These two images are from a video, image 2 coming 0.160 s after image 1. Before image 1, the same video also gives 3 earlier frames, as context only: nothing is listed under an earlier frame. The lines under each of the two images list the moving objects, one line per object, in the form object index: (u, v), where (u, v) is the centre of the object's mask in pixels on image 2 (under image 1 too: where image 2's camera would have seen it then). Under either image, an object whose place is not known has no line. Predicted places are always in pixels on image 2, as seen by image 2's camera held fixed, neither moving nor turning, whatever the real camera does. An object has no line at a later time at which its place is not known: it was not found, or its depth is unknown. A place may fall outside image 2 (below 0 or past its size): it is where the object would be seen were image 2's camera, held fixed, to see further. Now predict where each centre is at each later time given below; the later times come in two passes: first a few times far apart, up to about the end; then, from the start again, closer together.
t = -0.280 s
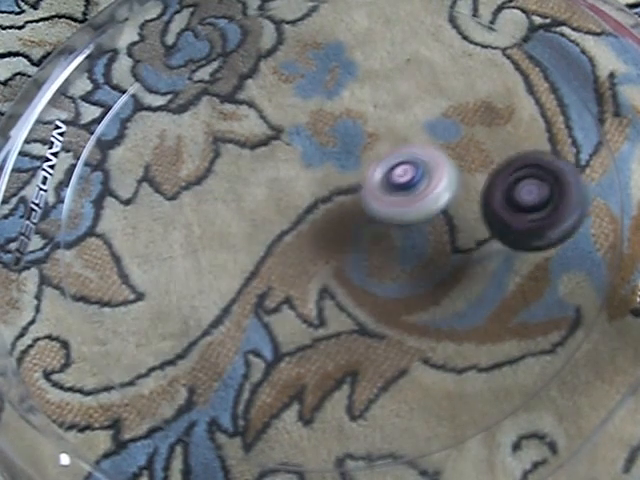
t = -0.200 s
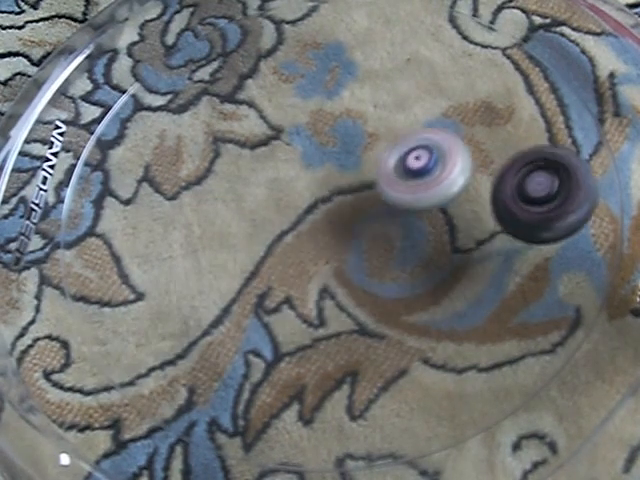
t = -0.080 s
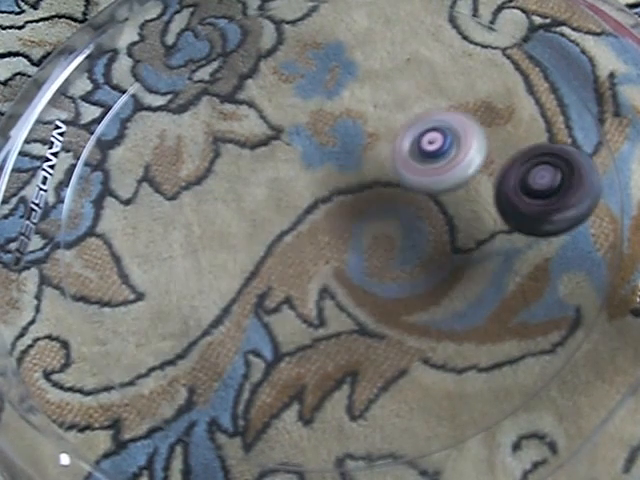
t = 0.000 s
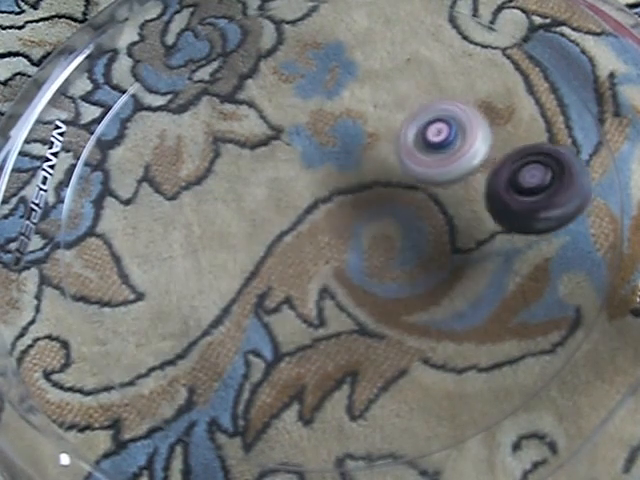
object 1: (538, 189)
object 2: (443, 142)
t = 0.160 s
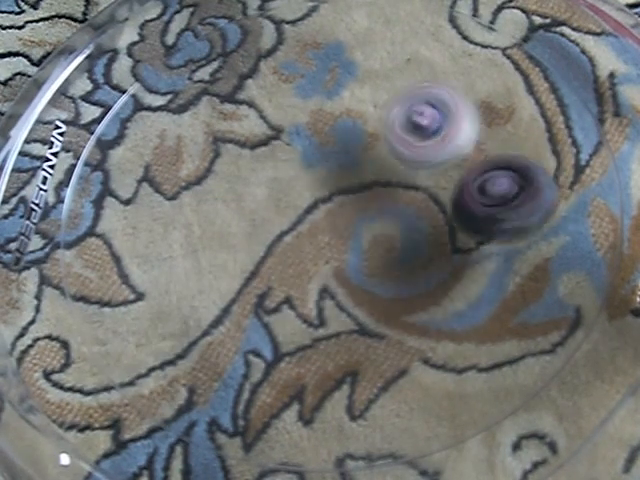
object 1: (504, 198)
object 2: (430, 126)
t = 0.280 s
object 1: (470, 239)
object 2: (387, 99)
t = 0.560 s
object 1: (384, 245)
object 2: (331, 100)
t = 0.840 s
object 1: (317, 226)
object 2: (268, 141)
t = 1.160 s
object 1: (389, 284)
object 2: (212, 115)
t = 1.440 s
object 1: (421, 218)
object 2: (290, 224)
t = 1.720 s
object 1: (441, 159)
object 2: (352, 348)
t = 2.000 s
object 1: (431, 123)
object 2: (377, 364)
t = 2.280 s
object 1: (382, 135)
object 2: (387, 295)
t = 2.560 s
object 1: (272, 92)
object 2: (428, 214)
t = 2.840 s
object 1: (205, 99)
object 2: (398, 177)
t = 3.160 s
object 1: (185, 145)
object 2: (324, 165)
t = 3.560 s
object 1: (43, 191)
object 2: (562, 259)
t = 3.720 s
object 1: (116, 220)
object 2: (576, 307)
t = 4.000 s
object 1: (285, 246)
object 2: (515, 341)
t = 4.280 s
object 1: (509, 187)
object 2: (341, 312)
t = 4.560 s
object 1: (537, 174)
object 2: (202, 215)
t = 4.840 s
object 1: (493, 181)
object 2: (160, 120)
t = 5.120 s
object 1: (271, 200)
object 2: (212, 105)
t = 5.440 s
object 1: (136, 226)
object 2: (368, 165)
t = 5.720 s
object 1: (160, 225)
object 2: (479, 249)
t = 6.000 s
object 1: (364, 206)
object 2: (485, 287)
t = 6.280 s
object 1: (499, 129)
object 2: (405, 281)
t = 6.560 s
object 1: (484, 142)
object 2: (276, 213)
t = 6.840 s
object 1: (303, 237)
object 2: (220, 145)
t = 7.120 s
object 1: (181, 321)
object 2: (232, 140)
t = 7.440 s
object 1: (232, 286)
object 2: (330, 182)
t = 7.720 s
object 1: (248, 247)
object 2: (520, 181)
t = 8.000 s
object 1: (324, 257)
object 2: (568, 259)
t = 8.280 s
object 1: (377, 264)
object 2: (534, 293)
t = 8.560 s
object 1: (348, 240)
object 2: (418, 329)
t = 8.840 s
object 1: (306, 169)
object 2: (296, 338)
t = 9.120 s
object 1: (322, 147)
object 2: (201, 300)
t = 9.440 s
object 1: (364, 212)
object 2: (198, 212)
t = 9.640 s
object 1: (351, 264)
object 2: (237, 159)
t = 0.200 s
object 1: (501, 217)
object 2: (411, 110)
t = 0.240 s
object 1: (487, 231)
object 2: (396, 103)
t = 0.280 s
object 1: (470, 239)
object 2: (387, 99)
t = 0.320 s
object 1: (454, 243)
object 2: (379, 96)
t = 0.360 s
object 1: (443, 244)
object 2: (372, 94)
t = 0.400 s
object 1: (432, 246)
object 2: (364, 92)
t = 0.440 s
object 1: (420, 246)
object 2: (356, 93)
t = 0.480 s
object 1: (408, 247)
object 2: (348, 93)
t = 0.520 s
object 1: (397, 245)
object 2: (339, 97)
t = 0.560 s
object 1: (384, 245)
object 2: (331, 100)
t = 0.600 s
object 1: (374, 242)
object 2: (322, 105)
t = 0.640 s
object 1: (360, 239)
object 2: (313, 110)
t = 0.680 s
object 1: (349, 235)
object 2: (305, 117)
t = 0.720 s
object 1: (338, 232)
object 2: (296, 125)
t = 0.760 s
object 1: (327, 227)
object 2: (288, 132)
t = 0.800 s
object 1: (317, 222)
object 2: (281, 140)
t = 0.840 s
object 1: (317, 226)
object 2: (268, 141)
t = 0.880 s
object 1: (337, 259)
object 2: (237, 116)
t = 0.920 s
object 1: (353, 286)
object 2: (216, 102)
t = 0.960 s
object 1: (367, 302)
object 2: (204, 93)
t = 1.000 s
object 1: (374, 310)
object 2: (199, 92)
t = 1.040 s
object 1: (374, 310)
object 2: (198, 95)
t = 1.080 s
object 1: (376, 303)
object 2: (202, 101)
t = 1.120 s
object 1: (384, 293)
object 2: (206, 107)
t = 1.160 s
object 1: (389, 284)
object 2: (212, 115)
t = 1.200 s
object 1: (396, 274)
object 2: (218, 123)
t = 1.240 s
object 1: (400, 266)
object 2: (227, 133)
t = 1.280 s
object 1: (403, 256)
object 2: (237, 146)
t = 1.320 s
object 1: (408, 247)
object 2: (249, 162)
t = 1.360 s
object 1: (413, 238)
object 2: (263, 180)
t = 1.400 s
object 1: (417, 228)
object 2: (277, 202)
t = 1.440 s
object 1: (421, 218)
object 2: (290, 224)
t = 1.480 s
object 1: (425, 209)
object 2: (303, 246)
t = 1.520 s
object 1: (429, 200)
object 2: (315, 268)
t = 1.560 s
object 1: (432, 191)
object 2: (324, 288)
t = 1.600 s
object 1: (434, 183)
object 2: (333, 306)
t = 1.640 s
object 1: (437, 174)
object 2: (340, 324)
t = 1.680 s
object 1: (439, 166)
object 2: (346, 339)
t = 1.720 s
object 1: (441, 159)
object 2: (352, 348)
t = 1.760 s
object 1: (441, 152)
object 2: (354, 356)
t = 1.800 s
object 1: (441, 146)
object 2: (358, 362)
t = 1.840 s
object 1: (442, 139)
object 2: (361, 366)
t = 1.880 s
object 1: (441, 134)
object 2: (365, 369)
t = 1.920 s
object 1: (439, 129)
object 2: (369, 369)
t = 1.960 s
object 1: (435, 126)
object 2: (374, 368)
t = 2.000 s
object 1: (431, 123)
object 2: (377, 364)
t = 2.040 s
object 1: (426, 121)
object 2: (380, 359)
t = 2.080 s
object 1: (420, 121)
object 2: (382, 352)
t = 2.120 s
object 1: (413, 122)
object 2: (384, 344)
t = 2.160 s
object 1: (407, 124)
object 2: (386, 334)
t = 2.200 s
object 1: (398, 127)
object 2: (387, 324)
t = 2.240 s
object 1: (390, 131)
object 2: (387, 311)
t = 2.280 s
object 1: (382, 135)
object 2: (387, 295)
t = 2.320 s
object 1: (374, 139)
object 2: (387, 276)
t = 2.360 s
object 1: (366, 144)
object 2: (388, 254)
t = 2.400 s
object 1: (357, 149)
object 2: (389, 231)
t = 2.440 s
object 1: (336, 131)
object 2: (399, 230)
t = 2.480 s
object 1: (307, 107)
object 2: (412, 228)
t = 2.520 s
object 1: (286, 95)
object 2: (423, 222)
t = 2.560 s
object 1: (272, 92)
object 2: (428, 214)
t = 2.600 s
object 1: (261, 92)
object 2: (428, 207)
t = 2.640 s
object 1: (249, 92)
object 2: (426, 201)
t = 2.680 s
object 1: (239, 93)
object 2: (421, 196)
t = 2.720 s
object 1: (230, 94)
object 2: (417, 190)
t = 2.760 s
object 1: (221, 95)
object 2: (412, 185)
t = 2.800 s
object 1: (213, 97)
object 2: (405, 180)
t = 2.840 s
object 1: (205, 99)
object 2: (398, 177)
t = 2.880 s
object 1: (199, 101)
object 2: (391, 173)
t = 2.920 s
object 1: (192, 106)
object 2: (382, 171)
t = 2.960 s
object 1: (188, 110)
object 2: (373, 168)
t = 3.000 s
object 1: (184, 115)
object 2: (363, 166)
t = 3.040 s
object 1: (182, 121)
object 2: (353, 164)
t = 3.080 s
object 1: (182, 129)
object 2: (343, 163)
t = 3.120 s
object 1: (183, 136)
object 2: (334, 164)
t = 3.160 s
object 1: (185, 145)
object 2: (324, 165)
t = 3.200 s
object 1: (189, 153)
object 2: (314, 166)
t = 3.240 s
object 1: (194, 161)
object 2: (304, 168)
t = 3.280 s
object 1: (181, 163)
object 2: (316, 170)
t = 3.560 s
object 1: (43, 191)
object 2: (562, 259)
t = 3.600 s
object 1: (56, 197)
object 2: (571, 276)
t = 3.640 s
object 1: (75, 206)
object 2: (574, 289)
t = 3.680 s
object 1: (95, 214)
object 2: (577, 300)
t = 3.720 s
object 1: (116, 220)
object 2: (576, 307)
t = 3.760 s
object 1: (139, 225)
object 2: (572, 315)
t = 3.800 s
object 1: (157, 230)
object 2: (563, 323)
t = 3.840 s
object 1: (175, 234)
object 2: (556, 329)
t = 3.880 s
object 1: (194, 239)
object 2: (548, 334)
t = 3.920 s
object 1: (219, 242)
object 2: (538, 337)
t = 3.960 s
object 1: (250, 246)
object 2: (527, 340)
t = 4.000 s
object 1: (285, 246)
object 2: (515, 341)
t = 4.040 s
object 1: (325, 245)
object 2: (497, 343)
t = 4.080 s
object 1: (367, 240)
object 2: (473, 343)
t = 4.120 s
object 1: (409, 230)
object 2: (444, 342)
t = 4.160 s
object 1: (442, 221)
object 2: (416, 336)
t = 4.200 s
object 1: (473, 208)
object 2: (391, 330)
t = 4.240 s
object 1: (496, 196)
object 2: (364, 322)
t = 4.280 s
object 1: (509, 187)
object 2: (341, 312)
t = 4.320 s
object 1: (516, 182)
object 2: (315, 301)
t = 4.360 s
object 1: (522, 178)
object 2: (295, 287)
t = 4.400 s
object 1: (527, 175)
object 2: (273, 275)
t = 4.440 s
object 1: (531, 173)
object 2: (254, 260)
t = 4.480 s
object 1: (536, 172)
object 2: (237, 248)
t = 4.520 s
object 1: (537, 173)
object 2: (216, 231)
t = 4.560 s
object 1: (537, 174)
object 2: (202, 215)
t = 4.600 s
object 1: (535, 176)
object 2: (188, 199)
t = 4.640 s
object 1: (530, 178)
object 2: (175, 182)
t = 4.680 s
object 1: (525, 179)
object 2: (165, 164)
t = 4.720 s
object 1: (518, 180)
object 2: (160, 149)
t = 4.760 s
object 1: (510, 182)
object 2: (158, 136)
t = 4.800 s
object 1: (503, 181)
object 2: (158, 126)
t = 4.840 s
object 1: (493, 181)
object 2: (160, 120)
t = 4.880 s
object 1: (478, 181)
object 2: (163, 115)
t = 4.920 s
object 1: (453, 182)
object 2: (168, 111)
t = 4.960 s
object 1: (425, 185)
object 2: (174, 108)
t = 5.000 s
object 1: (387, 190)
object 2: (181, 105)
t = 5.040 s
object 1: (349, 193)
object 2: (189, 105)
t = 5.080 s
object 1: (309, 197)
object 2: (200, 104)
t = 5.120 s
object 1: (271, 200)
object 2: (212, 105)
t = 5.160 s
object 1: (239, 204)
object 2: (228, 108)
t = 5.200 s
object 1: (207, 209)
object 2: (247, 112)
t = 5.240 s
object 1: (181, 215)
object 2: (268, 118)
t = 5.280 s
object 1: (159, 221)
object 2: (289, 126)
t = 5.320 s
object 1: (149, 224)
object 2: (312, 135)
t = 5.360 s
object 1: (145, 225)
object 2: (329, 146)
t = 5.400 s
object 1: (140, 226)
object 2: (349, 155)
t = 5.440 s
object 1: (136, 226)
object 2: (368, 165)
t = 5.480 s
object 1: (134, 225)
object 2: (387, 177)
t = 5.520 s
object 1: (134, 224)
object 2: (406, 188)
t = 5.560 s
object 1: (136, 224)
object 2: (424, 201)
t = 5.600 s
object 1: (140, 223)
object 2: (441, 212)
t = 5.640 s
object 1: (145, 223)
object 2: (457, 226)
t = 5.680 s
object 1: (152, 224)
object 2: (469, 238)
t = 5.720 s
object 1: (160, 225)
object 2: (479, 249)
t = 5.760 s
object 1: (169, 226)
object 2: (485, 259)
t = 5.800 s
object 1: (184, 228)
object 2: (490, 265)
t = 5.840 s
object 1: (209, 229)
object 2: (492, 271)
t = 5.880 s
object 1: (242, 229)
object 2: (492, 275)
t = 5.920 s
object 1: (282, 224)
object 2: (491, 280)
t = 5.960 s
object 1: (324, 217)
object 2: (489, 284)
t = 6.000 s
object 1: (364, 206)
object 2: (485, 287)
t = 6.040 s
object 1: (402, 190)
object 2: (478, 289)
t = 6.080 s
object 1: (434, 172)
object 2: (470, 290)
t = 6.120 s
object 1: (460, 156)
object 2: (461, 290)
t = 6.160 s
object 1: (481, 142)
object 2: (451, 290)
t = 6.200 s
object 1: (493, 133)
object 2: (438, 289)
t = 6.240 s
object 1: (498, 130)
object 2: (423, 286)
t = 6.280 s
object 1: (499, 129)
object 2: (405, 281)
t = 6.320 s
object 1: (498, 129)
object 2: (385, 274)
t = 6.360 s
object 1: (498, 130)
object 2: (364, 267)
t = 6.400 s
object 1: (498, 131)
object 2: (345, 258)
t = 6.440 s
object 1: (497, 134)
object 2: (327, 248)
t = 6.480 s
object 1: (494, 136)
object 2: (307, 237)
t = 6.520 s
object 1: (489, 139)
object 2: (290, 225)
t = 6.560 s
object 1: (484, 142)
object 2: (276, 213)
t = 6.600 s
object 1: (475, 146)
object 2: (262, 200)
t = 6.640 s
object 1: (460, 154)
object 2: (249, 187)
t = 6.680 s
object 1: (438, 165)
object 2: (238, 175)
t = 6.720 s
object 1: (407, 181)
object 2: (231, 164)
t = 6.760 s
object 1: (373, 199)
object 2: (226, 156)
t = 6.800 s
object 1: (337, 217)
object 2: (223, 150)
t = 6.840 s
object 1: (303, 237)
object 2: (220, 145)
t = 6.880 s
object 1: (272, 254)
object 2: (219, 142)
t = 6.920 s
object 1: (244, 272)
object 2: (219, 139)
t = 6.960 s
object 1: (221, 290)
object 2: (218, 138)
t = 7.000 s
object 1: (201, 304)
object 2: (220, 137)
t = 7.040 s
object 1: (186, 317)
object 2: (223, 136)
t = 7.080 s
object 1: (181, 320)
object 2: (226, 138)
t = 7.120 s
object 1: (181, 321)
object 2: (232, 140)
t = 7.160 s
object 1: (181, 321)
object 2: (239, 142)
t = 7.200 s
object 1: (181, 320)
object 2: (247, 145)
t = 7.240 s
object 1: (182, 319)
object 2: (254, 148)
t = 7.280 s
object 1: (185, 316)
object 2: (266, 153)
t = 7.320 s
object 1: (190, 315)
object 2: (280, 159)
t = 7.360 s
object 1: (196, 311)
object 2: (296, 166)
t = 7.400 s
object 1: (212, 302)
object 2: (313, 174)
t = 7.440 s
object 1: (232, 286)
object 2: (330, 182)
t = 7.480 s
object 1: (257, 265)
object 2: (346, 192)
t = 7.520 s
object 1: (272, 249)
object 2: (370, 195)
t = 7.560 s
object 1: (254, 253)
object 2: (422, 173)
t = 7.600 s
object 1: (242, 251)
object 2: (457, 161)
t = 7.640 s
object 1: (238, 249)
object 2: (487, 159)
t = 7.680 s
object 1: (241, 247)
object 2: (506, 165)
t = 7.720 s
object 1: (248, 247)
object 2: (520, 181)
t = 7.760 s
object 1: (253, 250)
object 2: (528, 193)
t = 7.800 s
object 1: (261, 252)
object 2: (534, 205)
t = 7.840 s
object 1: (270, 253)
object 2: (543, 216)
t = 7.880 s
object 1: (282, 255)
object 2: (551, 227)
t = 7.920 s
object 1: (295, 256)
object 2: (560, 240)
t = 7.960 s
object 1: (311, 256)
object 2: (566, 251)
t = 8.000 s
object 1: (324, 257)
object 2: (568, 259)
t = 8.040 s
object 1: (338, 258)
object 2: (568, 266)
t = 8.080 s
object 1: (352, 259)
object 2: (568, 271)
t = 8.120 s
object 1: (362, 260)
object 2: (563, 275)
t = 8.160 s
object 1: (371, 261)
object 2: (560, 281)
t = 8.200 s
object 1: (375, 263)
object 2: (554, 285)
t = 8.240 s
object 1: (377, 264)
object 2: (546, 290)
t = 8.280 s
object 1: (377, 264)
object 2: (534, 293)
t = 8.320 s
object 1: (378, 265)
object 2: (515, 301)
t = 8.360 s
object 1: (379, 264)
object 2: (496, 304)
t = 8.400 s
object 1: (379, 265)
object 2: (479, 309)
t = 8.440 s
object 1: (370, 260)
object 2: (469, 312)
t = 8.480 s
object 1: (362, 254)
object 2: (451, 317)
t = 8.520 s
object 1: (356, 248)
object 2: (436, 323)
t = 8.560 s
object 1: (348, 240)
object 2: (418, 329)
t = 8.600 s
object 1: (341, 232)
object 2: (402, 332)
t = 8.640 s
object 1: (333, 224)
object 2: (382, 335)
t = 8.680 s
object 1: (325, 214)
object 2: (367, 336)
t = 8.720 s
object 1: (318, 203)
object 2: (349, 338)
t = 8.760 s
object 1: (312, 190)
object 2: (332, 340)
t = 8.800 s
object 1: (307, 180)
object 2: (316, 339)
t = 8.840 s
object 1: (306, 169)
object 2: (296, 338)
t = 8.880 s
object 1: (306, 161)
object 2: (281, 336)
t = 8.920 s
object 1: (307, 154)
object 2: (264, 332)
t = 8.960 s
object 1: (310, 149)
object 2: (249, 329)
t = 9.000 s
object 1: (314, 147)
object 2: (236, 323)
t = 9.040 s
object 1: (317, 146)
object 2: (221, 317)
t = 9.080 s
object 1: (319, 146)
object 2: (211, 308)
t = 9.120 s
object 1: (322, 147)
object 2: (201, 300)
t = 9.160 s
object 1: (326, 148)
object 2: (195, 290)
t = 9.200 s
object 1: (331, 152)
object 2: (188, 282)
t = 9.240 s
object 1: (336, 158)
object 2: (187, 270)
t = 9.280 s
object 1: (342, 166)
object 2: (183, 260)
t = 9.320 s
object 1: (349, 175)
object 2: (185, 249)
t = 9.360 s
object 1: (355, 187)
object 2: (188, 235)
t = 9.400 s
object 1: (359, 199)
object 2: (192, 225)
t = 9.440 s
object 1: (364, 212)
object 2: (198, 212)
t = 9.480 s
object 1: (364, 226)
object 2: (203, 202)
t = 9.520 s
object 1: (365, 238)
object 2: (211, 191)
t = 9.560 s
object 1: (363, 248)
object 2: (219, 179)
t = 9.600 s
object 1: (357, 258)
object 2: (226, 171)
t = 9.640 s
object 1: (351, 264)
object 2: (237, 159)
